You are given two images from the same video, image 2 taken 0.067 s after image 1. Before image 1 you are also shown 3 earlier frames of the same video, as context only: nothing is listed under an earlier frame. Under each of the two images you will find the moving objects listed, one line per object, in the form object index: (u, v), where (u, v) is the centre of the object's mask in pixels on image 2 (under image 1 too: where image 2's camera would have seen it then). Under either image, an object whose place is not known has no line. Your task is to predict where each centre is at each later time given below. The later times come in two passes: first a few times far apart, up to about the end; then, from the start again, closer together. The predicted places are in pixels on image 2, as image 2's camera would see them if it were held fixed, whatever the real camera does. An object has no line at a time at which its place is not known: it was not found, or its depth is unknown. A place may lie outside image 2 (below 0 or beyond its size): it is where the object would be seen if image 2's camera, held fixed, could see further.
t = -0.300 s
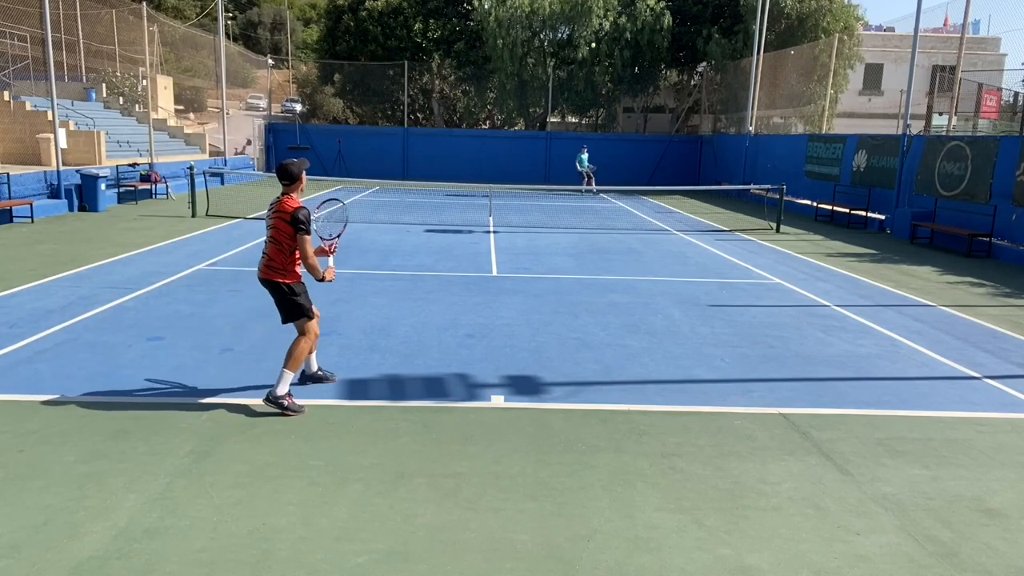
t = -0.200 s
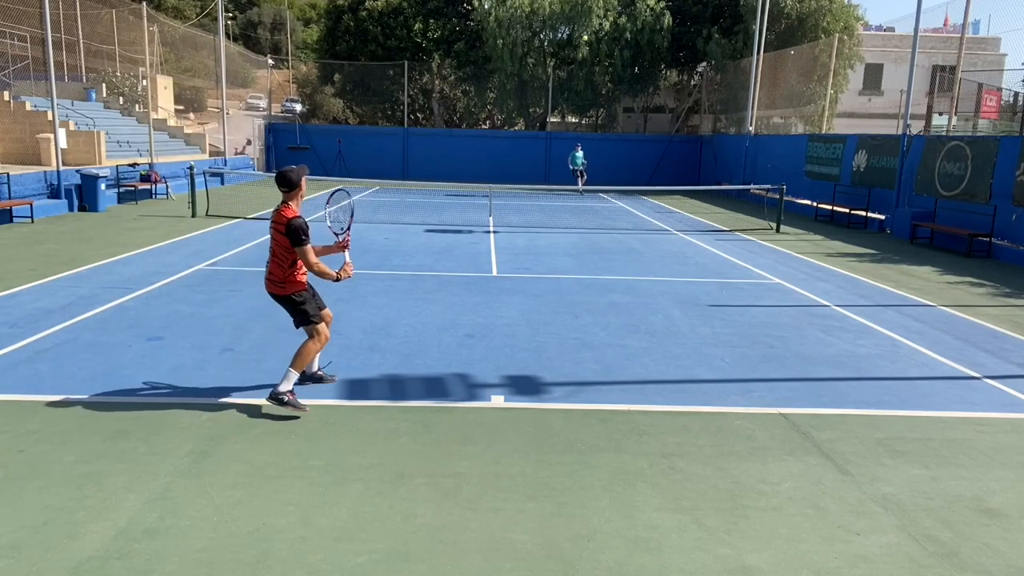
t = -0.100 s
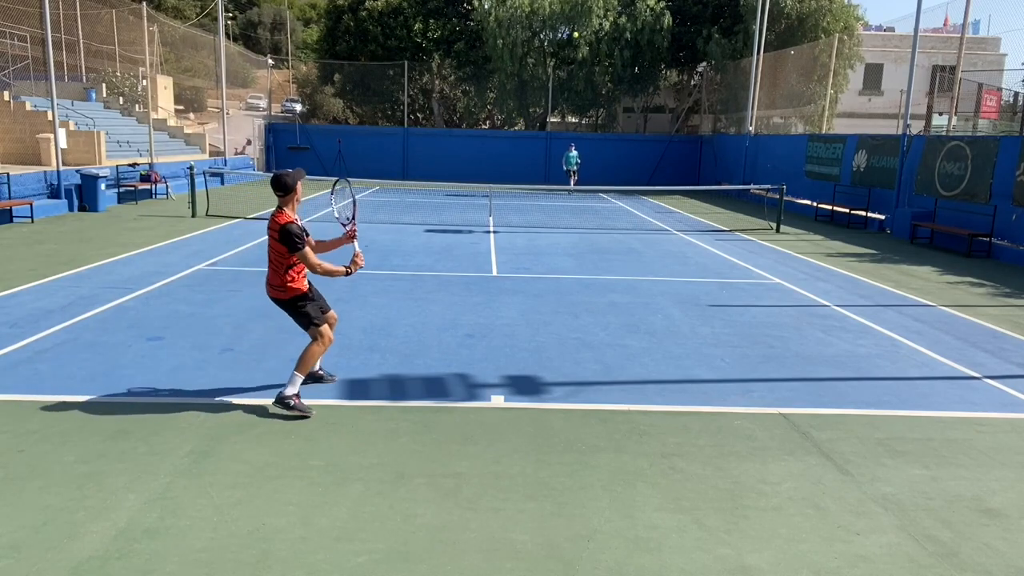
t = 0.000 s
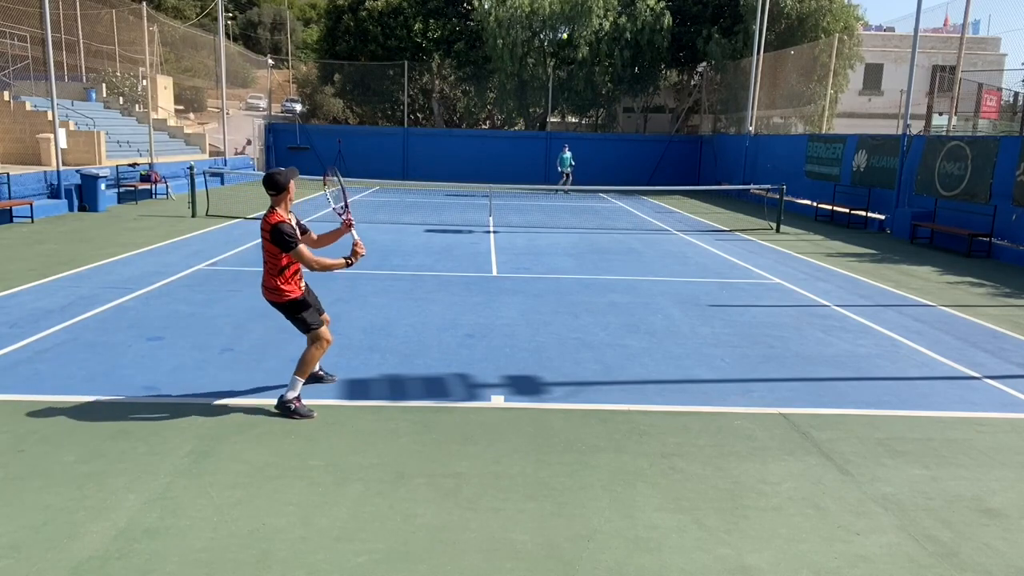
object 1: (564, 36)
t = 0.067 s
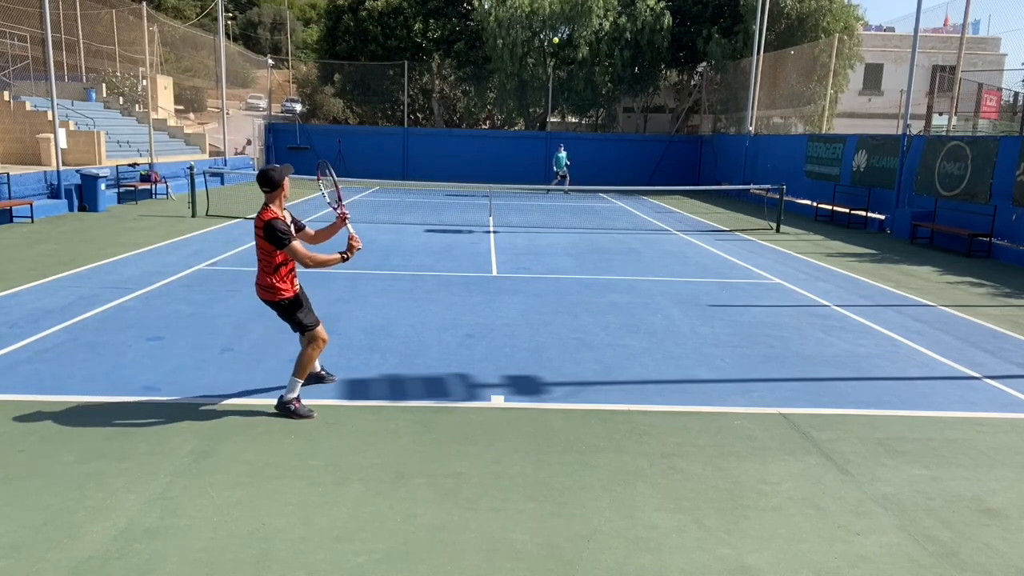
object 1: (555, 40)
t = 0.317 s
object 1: (512, 87)
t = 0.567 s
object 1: (443, 213)
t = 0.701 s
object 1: (387, 339)
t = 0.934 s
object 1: (333, 297)
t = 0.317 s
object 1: (512, 87)
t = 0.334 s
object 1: (508, 92)
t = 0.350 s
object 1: (504, 98)
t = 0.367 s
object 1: (501, 104)
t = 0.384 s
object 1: (497, 111)
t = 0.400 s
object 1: (493, 117)
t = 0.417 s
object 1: (488, 125)
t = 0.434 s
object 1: (484, 133)
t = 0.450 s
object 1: (479, 141)
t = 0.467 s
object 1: (475, 150)
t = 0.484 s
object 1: (470, 159)
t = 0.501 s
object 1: (465, 169)
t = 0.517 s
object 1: (460, 179)
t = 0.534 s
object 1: (455, 190)
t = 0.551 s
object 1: (449, 201)
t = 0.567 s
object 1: (443, 213)
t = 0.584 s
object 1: (437, 227)
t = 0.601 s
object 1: (430, 240)
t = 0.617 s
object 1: (424, 254)
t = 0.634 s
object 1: (417, 270)
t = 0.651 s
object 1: (411, 286)
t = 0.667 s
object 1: (403, 302)
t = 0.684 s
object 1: (395, 320)
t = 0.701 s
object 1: (387, 339)
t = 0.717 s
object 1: (379, 359)
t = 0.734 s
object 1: (370, 380)
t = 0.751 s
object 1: (361, 402)
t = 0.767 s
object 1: (358, 394)
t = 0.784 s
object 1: (355, 384)
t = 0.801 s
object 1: (354, 372)
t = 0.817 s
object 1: (351, 362)
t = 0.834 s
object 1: (349, 352)
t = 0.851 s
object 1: (346, 342)
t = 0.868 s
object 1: (344, 332)
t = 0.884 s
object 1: (341, 323)
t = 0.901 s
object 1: (338, 314)
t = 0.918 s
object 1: (336, 305)
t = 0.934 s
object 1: (333, 297)
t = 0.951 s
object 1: (330, 288)
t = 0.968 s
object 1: (327, 280)
